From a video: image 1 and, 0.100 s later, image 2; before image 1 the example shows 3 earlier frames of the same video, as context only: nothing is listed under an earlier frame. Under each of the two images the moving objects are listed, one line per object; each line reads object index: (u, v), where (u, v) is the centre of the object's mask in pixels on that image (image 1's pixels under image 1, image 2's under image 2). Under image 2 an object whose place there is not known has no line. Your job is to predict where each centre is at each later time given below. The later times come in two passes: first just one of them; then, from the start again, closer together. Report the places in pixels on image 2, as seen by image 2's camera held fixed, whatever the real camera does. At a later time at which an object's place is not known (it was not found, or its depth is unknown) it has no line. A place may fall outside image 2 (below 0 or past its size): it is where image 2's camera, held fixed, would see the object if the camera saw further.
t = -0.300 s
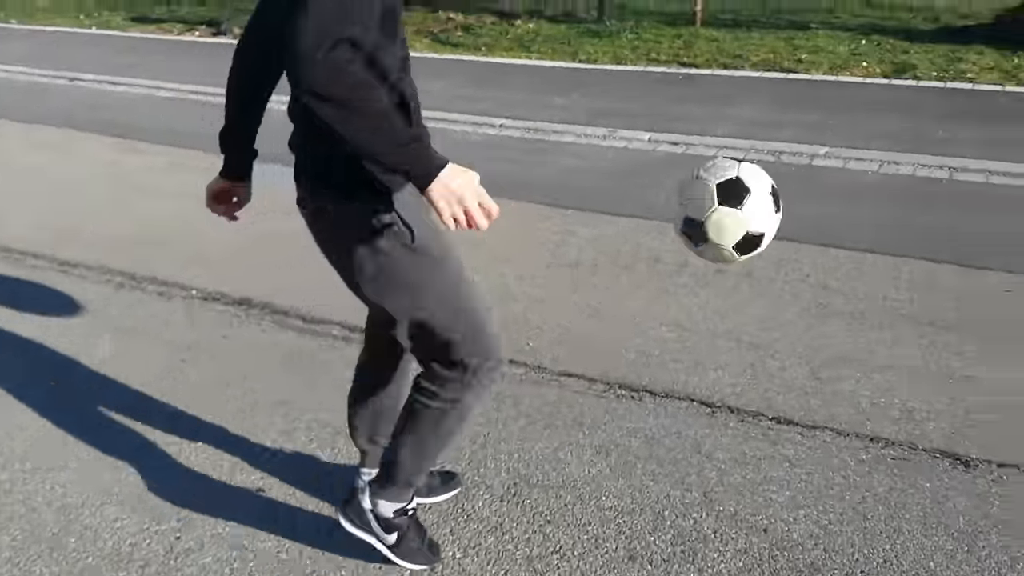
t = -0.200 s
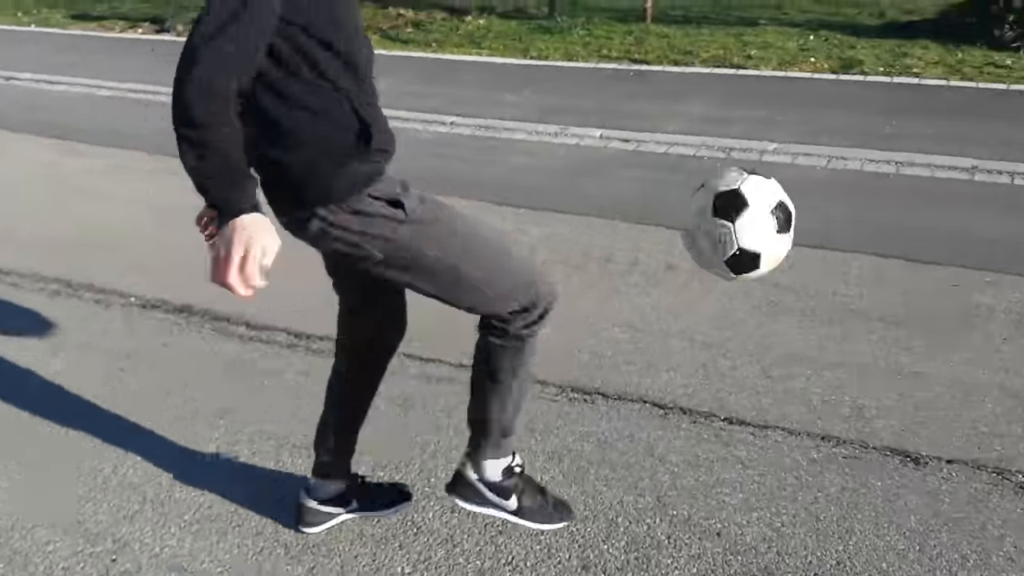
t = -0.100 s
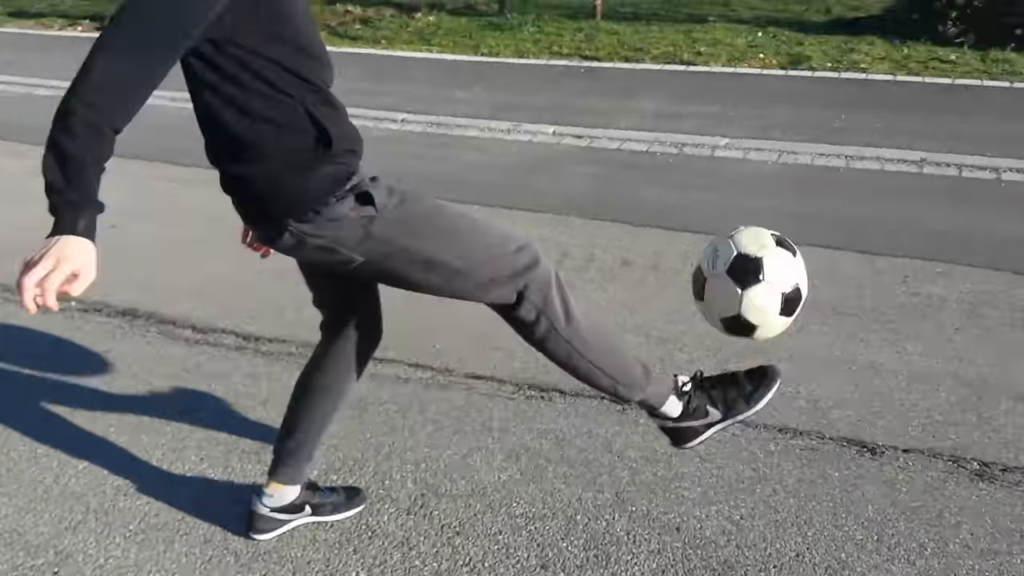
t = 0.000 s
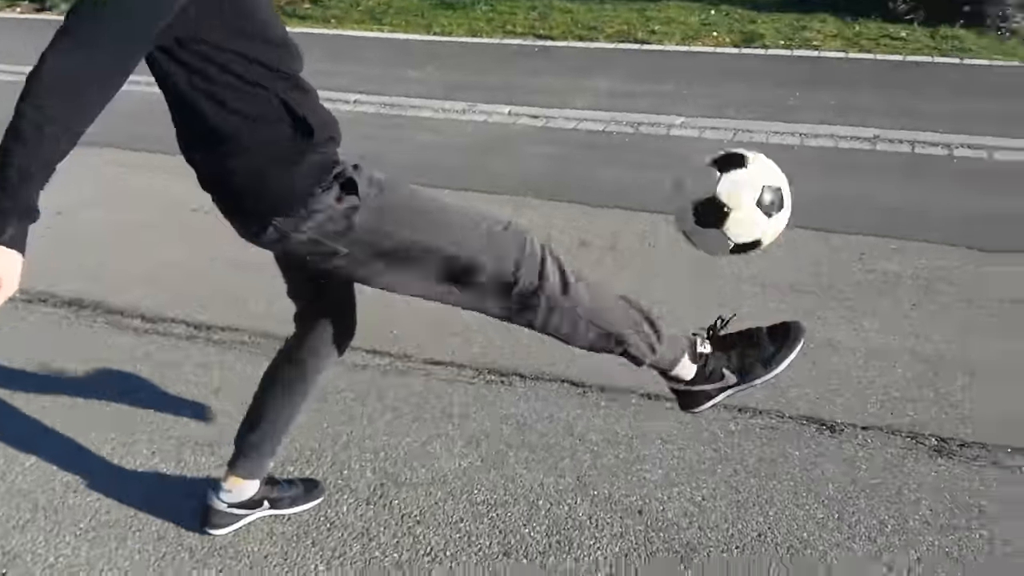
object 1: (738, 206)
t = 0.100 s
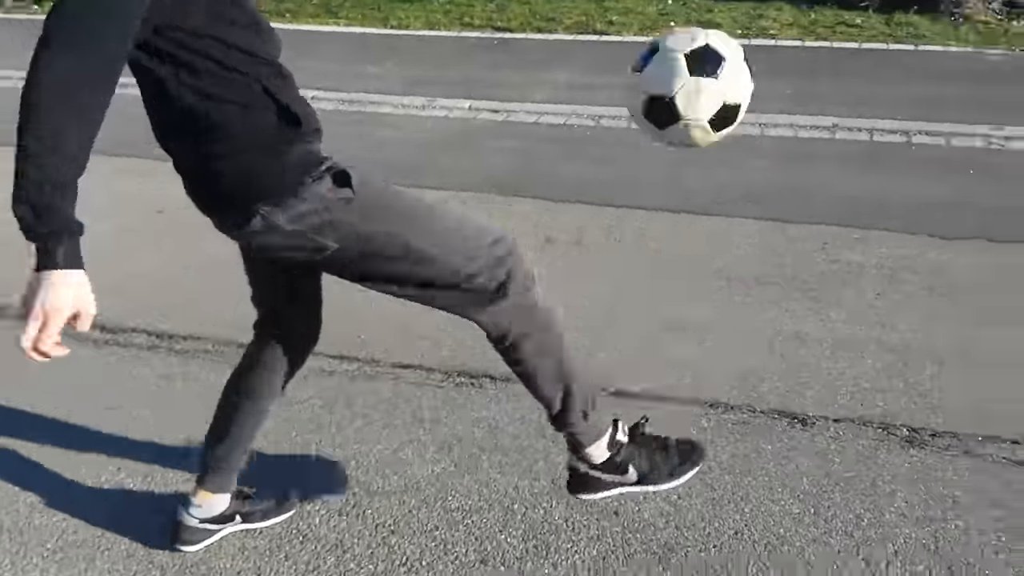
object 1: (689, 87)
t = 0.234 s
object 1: (672, 17)
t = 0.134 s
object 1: (689, 57)
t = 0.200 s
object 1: (680, 25)
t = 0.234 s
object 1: (672, 17)
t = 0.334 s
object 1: (648, 6)
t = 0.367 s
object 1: (640, 10)
